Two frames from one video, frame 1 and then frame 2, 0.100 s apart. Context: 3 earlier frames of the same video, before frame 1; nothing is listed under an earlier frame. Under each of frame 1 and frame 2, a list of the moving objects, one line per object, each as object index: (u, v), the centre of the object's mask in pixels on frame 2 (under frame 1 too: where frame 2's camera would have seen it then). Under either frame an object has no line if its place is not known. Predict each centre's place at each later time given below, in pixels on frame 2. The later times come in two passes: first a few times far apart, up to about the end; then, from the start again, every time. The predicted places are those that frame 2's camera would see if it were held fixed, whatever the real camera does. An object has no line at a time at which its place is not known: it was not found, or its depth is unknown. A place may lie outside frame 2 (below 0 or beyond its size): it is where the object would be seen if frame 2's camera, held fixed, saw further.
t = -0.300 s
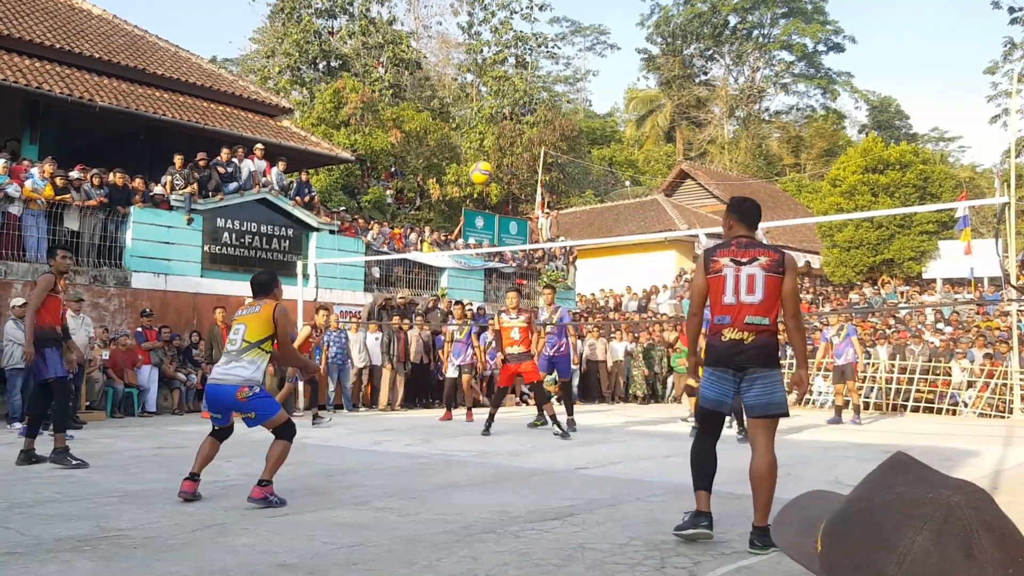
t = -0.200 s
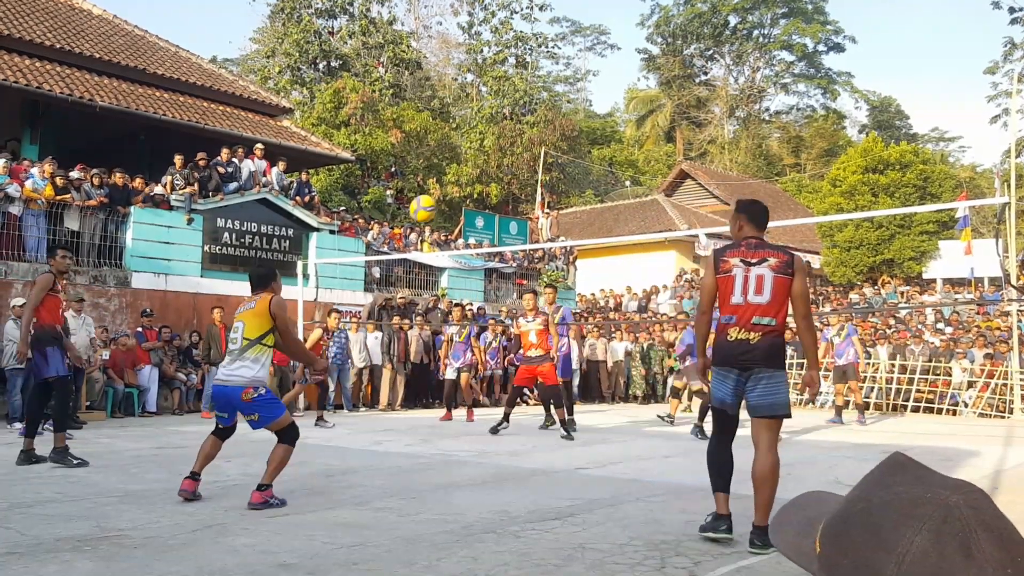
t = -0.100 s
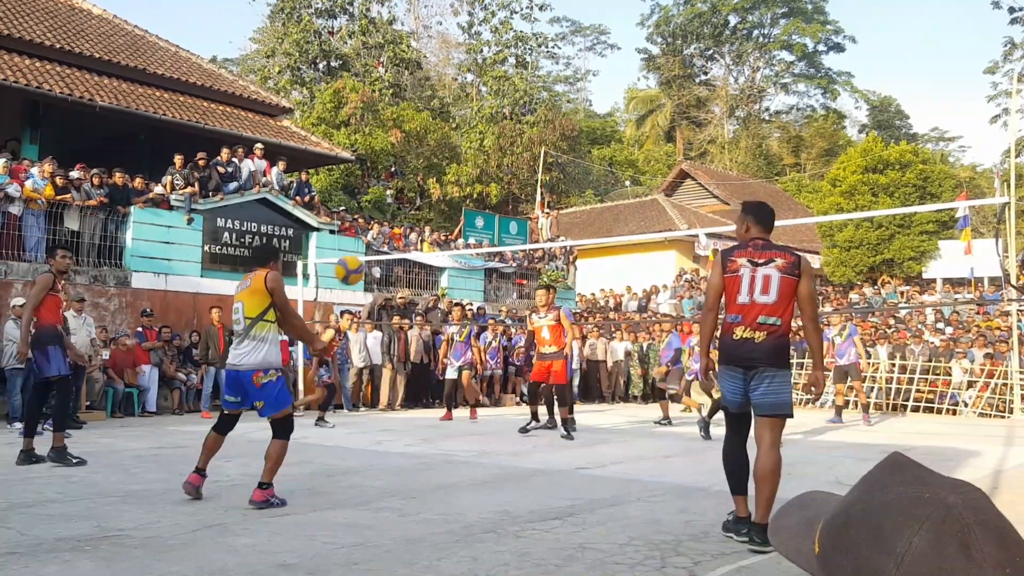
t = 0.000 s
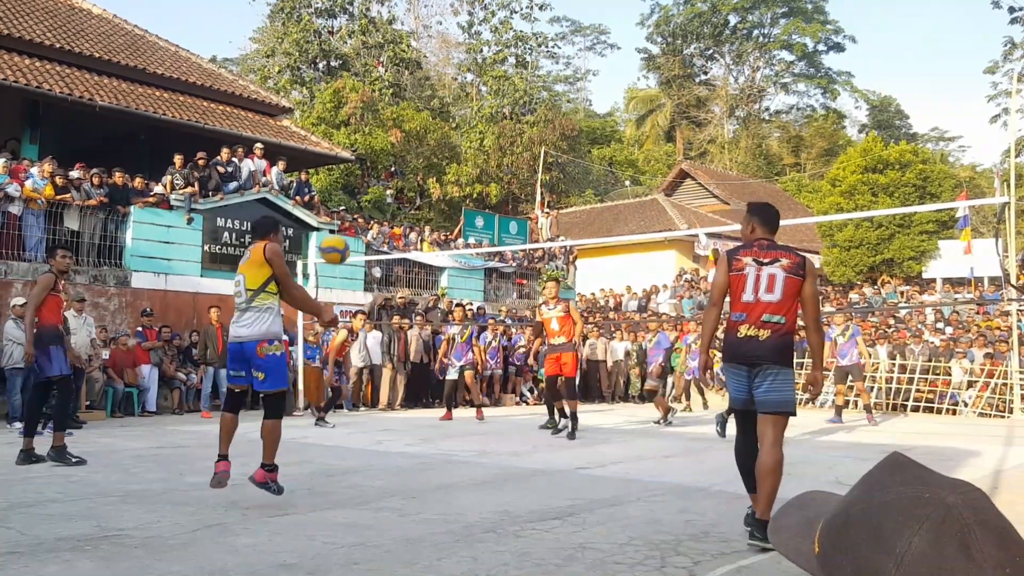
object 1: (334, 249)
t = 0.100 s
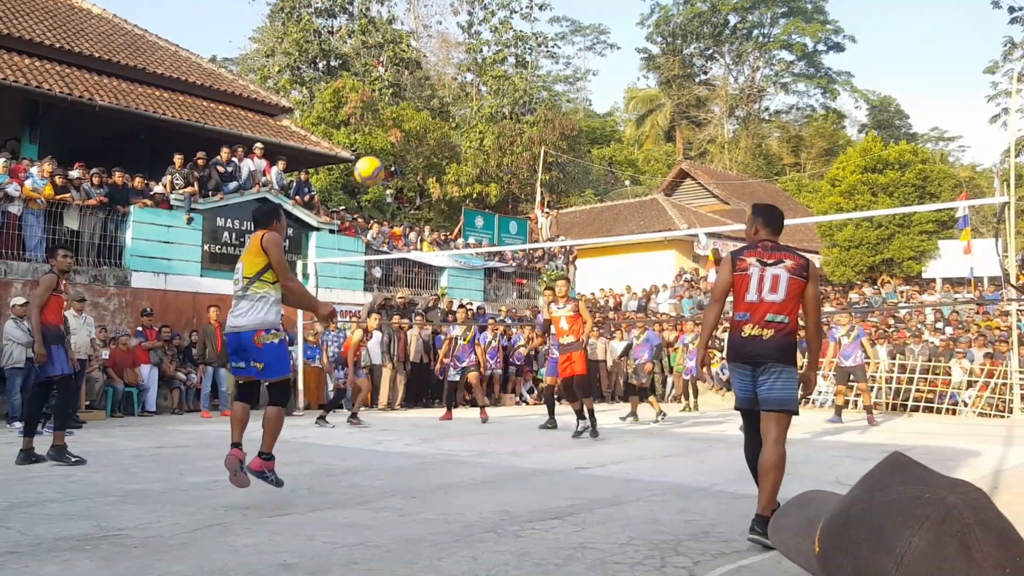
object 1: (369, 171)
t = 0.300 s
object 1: (428, 69)
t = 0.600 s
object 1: (497, 29)
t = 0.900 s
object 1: (548, 84)
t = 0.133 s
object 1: (379, 149)
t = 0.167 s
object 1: (389, 129)
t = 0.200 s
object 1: (399, 112)
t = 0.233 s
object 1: (409, 95)
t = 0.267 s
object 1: (418, 81)
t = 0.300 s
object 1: (428, 69)
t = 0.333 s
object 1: (436, 60)
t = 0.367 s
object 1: (446, 52)
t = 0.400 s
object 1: (454, 45)
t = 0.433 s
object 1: (461, 38)
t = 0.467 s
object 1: (468, 33)
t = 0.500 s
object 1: (476, 30)
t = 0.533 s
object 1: (483, 29)
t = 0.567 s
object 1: (489, 28)
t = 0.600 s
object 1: (497, 29)
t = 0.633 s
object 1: (503, 30)
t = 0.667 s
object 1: (508, 33)
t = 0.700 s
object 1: (514, 38)
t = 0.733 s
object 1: (521, 43)
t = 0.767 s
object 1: (526, 49)
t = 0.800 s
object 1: (532, 56)
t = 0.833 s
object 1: (537, 64)
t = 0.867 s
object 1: (542, 73)
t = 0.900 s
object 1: (548, 84)
